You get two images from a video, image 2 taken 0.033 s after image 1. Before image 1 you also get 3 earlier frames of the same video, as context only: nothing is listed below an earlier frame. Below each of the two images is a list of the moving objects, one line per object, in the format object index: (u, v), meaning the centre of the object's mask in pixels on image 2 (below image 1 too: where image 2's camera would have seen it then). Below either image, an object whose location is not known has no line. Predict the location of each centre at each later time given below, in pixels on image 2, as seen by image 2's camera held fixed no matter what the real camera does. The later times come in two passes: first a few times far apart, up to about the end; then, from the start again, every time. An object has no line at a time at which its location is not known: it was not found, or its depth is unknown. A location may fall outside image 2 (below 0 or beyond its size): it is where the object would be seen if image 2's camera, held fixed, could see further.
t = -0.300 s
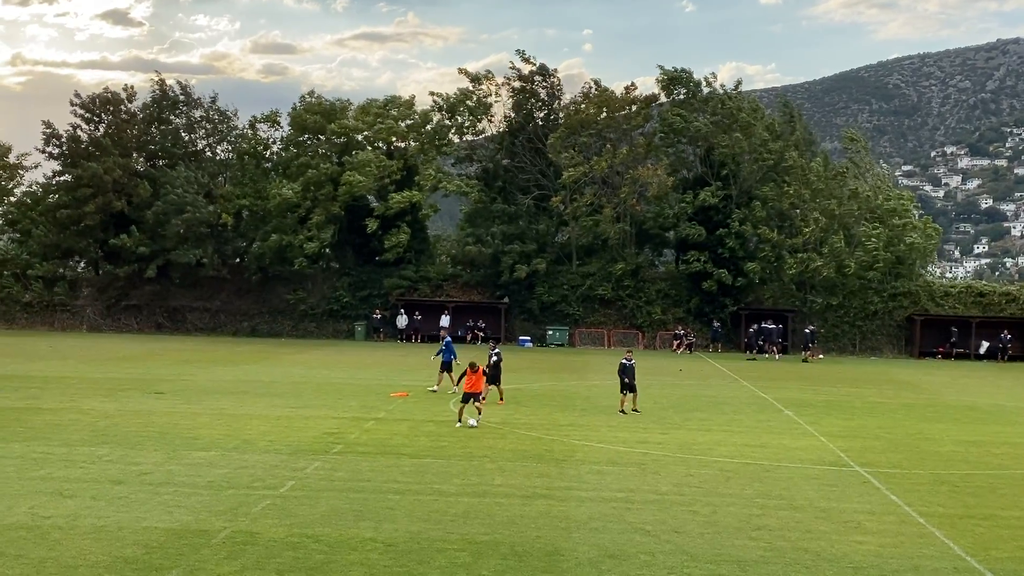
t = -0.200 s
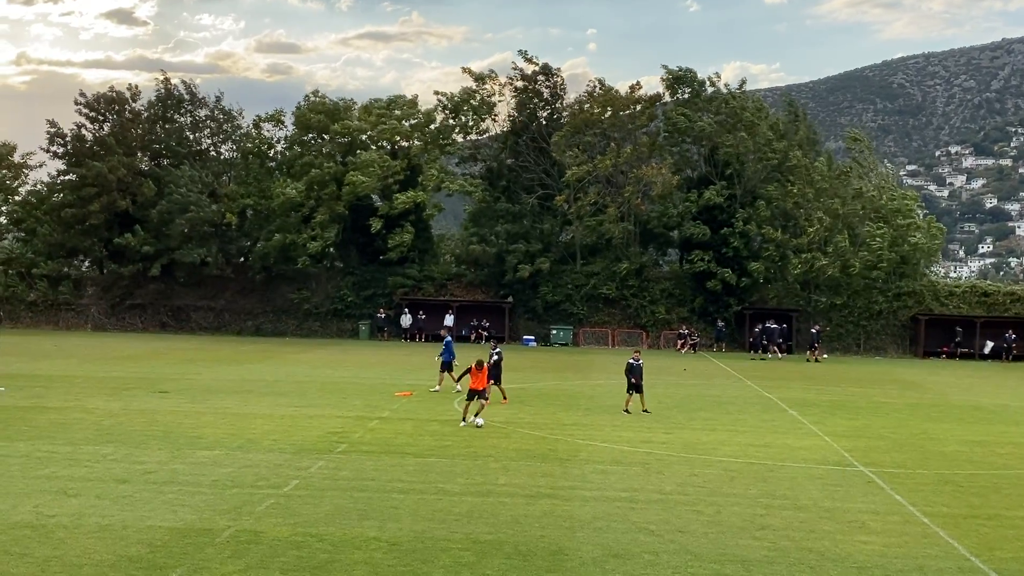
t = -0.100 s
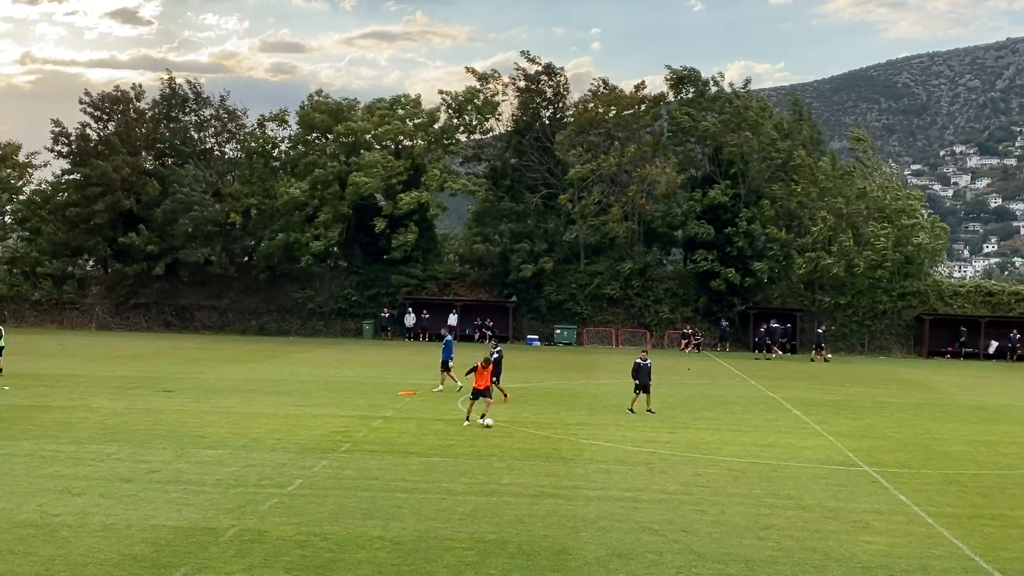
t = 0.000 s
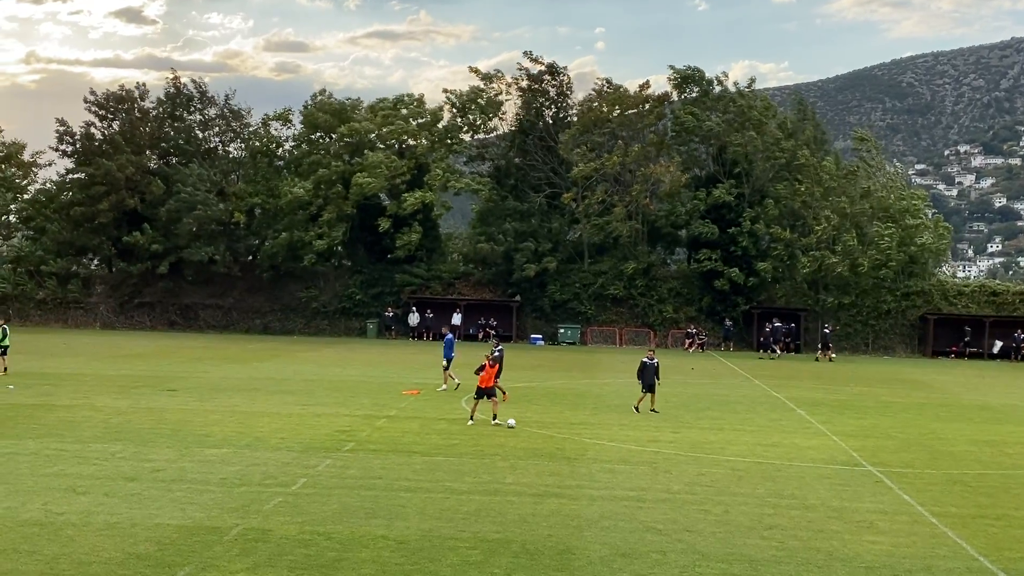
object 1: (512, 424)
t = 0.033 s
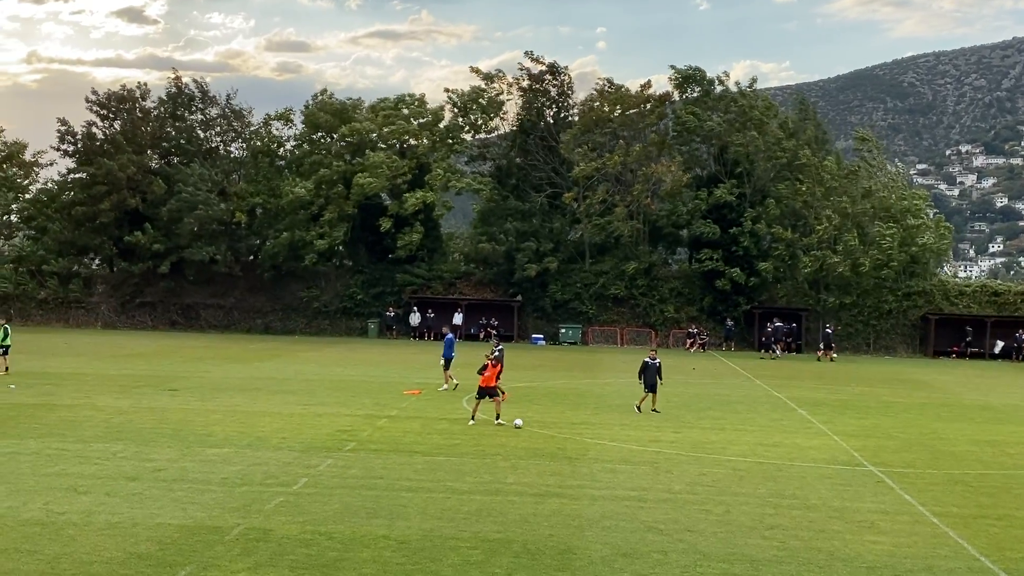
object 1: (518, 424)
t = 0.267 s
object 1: (552, 426)
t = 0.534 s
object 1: (580, 428)
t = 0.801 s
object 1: (605, 430)
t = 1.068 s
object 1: (628, 431)
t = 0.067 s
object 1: (524, 424)
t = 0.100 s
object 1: (529, 424)
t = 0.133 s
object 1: (534, 424)
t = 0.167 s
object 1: (539, 425)
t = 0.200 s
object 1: (543, 425)
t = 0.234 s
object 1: (548, 425)
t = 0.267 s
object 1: (552, 426)
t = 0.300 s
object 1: (555, 426)
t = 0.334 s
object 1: (559, 426)
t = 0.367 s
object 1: (563, 426)
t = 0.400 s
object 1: (566, 427)
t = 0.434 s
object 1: (570, 427)
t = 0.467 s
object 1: (573, 427)
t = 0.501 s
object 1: (576, 428)
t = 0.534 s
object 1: (580, 428)
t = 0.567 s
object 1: (583, 428)
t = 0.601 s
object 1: (586, 428)
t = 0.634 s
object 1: (589, 429)
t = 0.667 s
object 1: (593, 429)
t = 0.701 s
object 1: (596, 429)
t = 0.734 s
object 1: (599, 429)
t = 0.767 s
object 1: (602, 429)
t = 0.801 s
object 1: (605, 430)
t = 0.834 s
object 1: (608, 430)
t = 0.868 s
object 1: (611, 430)
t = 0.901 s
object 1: (614, 430)
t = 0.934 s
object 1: (617, 431)
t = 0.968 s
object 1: (620, 431)
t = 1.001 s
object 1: (622, 431)
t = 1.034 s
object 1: (625, 431)
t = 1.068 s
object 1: (628, 431)
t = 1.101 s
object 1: (630, 432)
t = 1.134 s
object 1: (633, 432)
